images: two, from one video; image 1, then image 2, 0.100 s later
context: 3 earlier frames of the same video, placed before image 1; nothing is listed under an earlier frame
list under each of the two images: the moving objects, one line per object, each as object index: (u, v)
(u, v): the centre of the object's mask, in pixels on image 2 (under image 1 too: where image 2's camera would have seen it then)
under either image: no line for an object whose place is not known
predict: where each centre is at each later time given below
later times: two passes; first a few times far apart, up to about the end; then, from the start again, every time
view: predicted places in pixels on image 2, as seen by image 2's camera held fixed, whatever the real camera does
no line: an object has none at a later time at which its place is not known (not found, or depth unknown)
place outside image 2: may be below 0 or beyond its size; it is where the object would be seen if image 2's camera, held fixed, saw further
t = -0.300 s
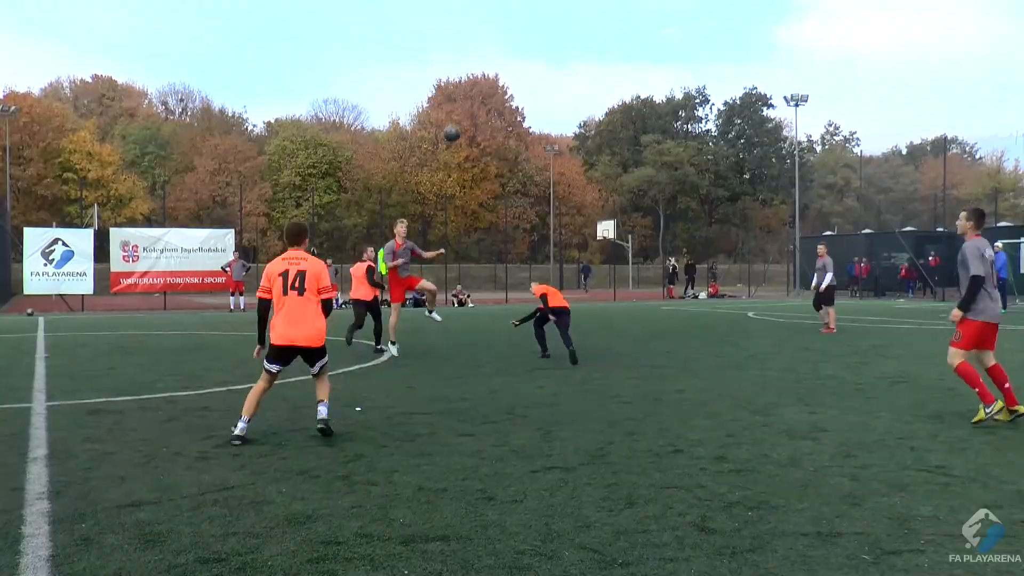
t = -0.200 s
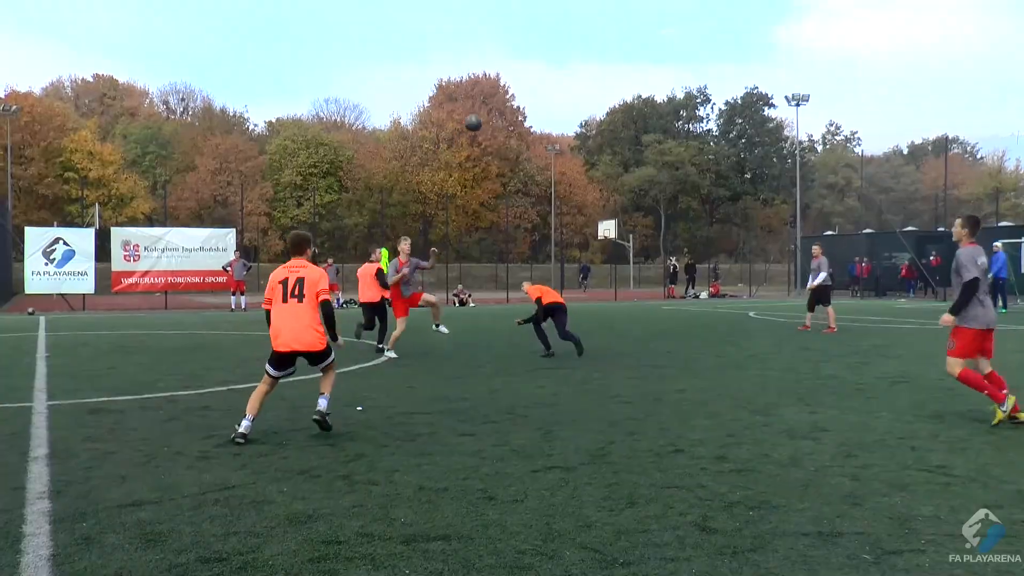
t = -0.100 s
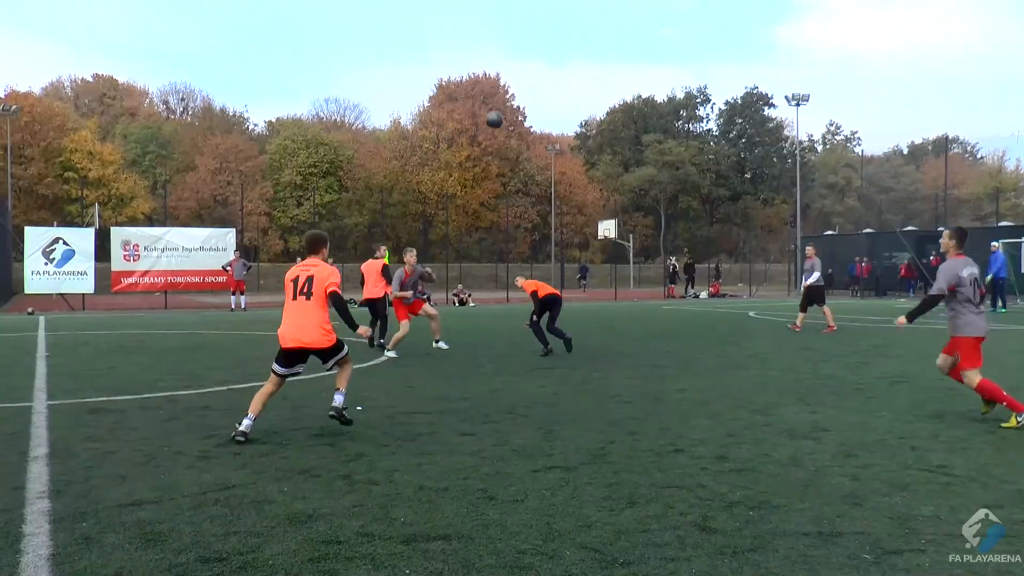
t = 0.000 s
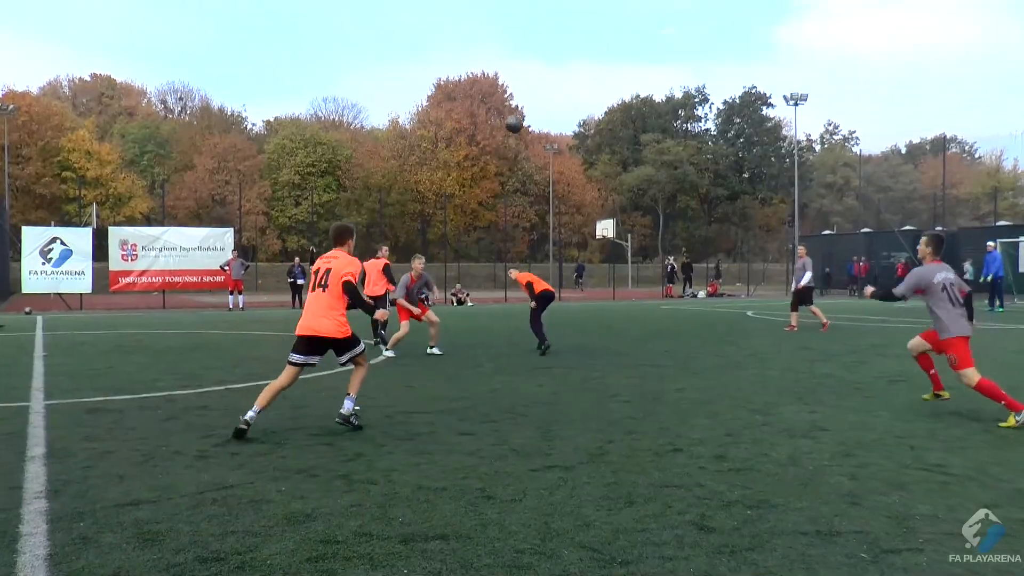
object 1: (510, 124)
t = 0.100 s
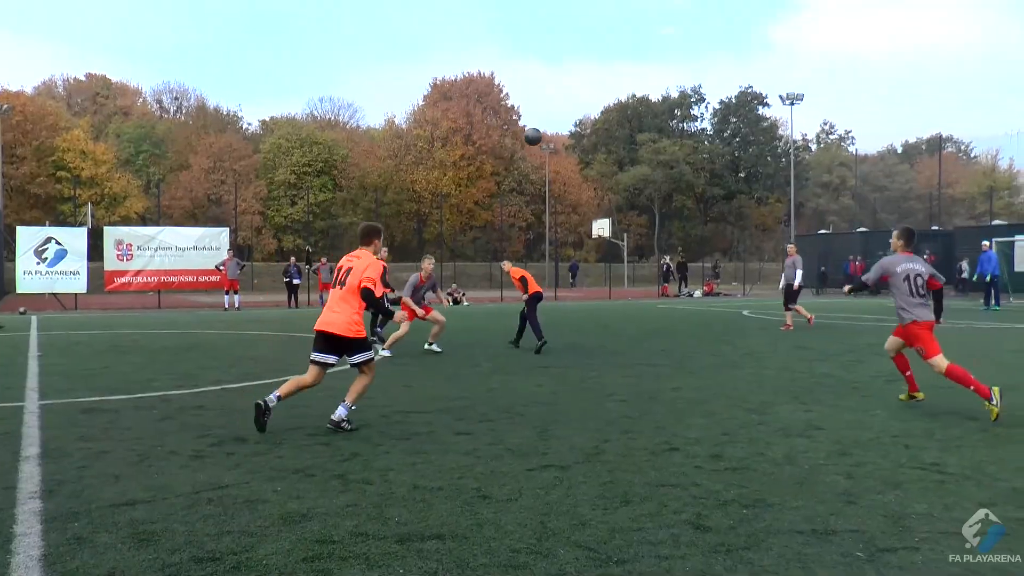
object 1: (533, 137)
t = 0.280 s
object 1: (574, 182)
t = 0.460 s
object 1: (617, 259)
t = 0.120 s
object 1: (537, 140)
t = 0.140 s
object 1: (541, 144)
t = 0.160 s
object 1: (546, 149)
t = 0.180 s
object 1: (551, 153)
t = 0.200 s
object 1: (555, 158)
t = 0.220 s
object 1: (560, 163)
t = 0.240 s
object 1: (565, 169)
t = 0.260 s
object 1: (569, 175)
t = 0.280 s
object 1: (574, 182)
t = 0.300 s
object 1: (579, 189)
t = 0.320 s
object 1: (584, 196)
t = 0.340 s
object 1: (588, 204)
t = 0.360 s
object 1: (593, 212)
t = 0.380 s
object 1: (598, 220)
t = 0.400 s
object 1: (603, 230)
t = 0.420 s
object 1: (608, 239)
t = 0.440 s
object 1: (612, 248)
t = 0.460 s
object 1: (617, 259)
